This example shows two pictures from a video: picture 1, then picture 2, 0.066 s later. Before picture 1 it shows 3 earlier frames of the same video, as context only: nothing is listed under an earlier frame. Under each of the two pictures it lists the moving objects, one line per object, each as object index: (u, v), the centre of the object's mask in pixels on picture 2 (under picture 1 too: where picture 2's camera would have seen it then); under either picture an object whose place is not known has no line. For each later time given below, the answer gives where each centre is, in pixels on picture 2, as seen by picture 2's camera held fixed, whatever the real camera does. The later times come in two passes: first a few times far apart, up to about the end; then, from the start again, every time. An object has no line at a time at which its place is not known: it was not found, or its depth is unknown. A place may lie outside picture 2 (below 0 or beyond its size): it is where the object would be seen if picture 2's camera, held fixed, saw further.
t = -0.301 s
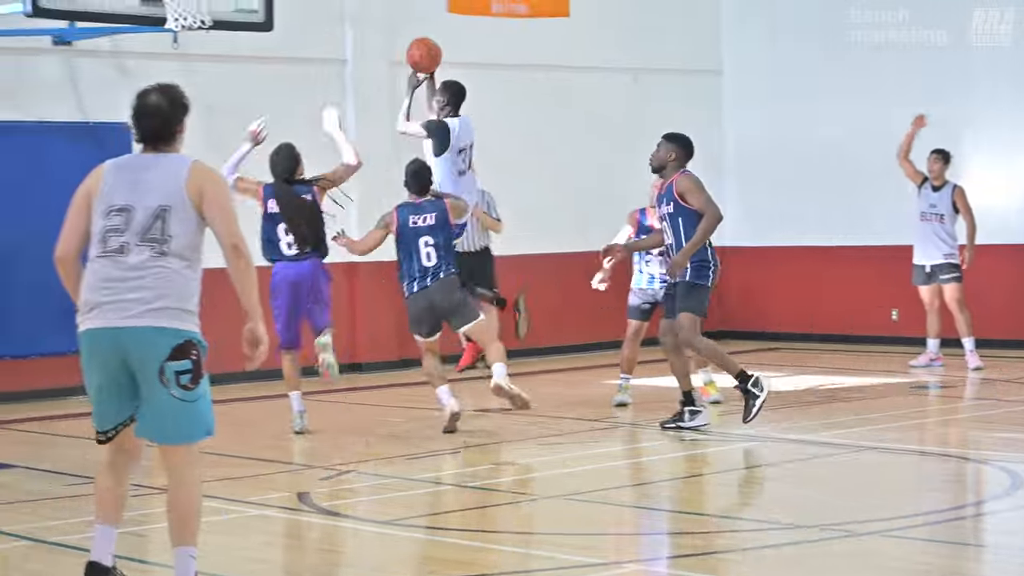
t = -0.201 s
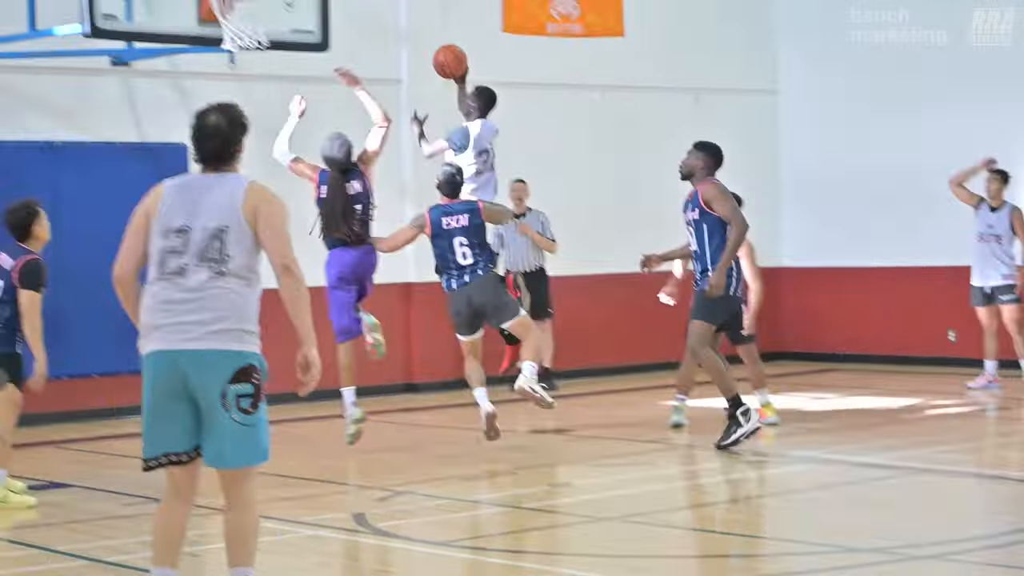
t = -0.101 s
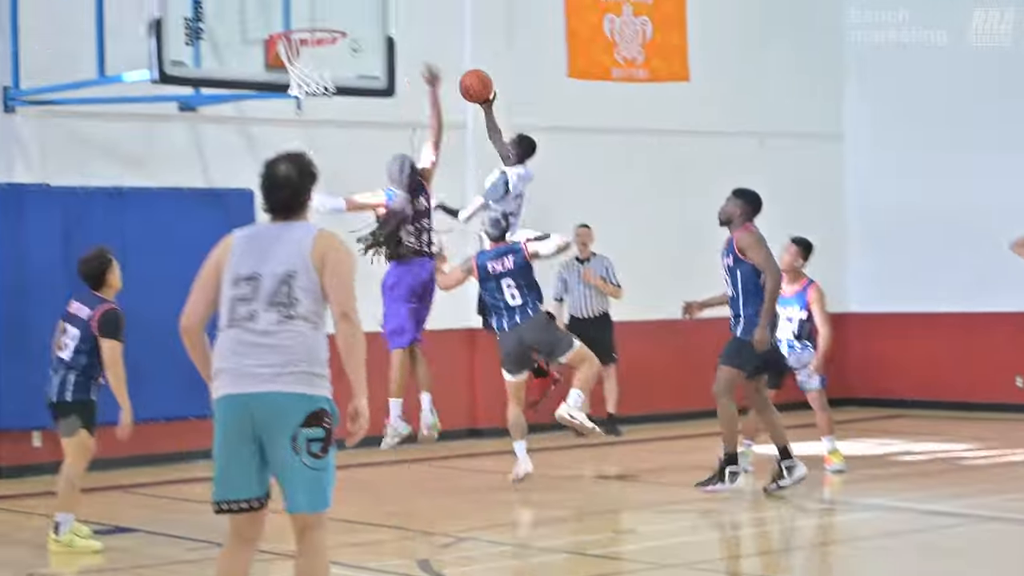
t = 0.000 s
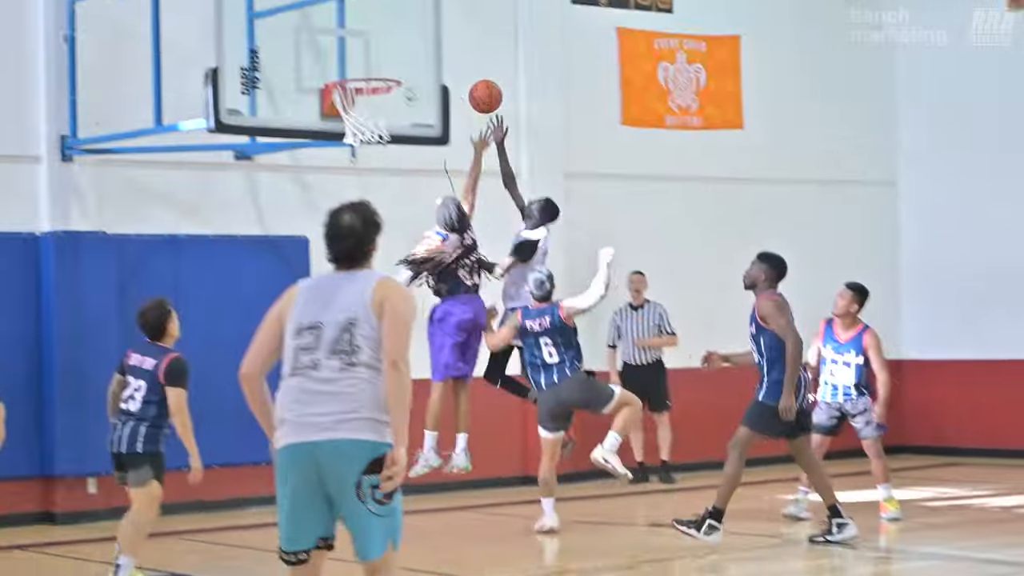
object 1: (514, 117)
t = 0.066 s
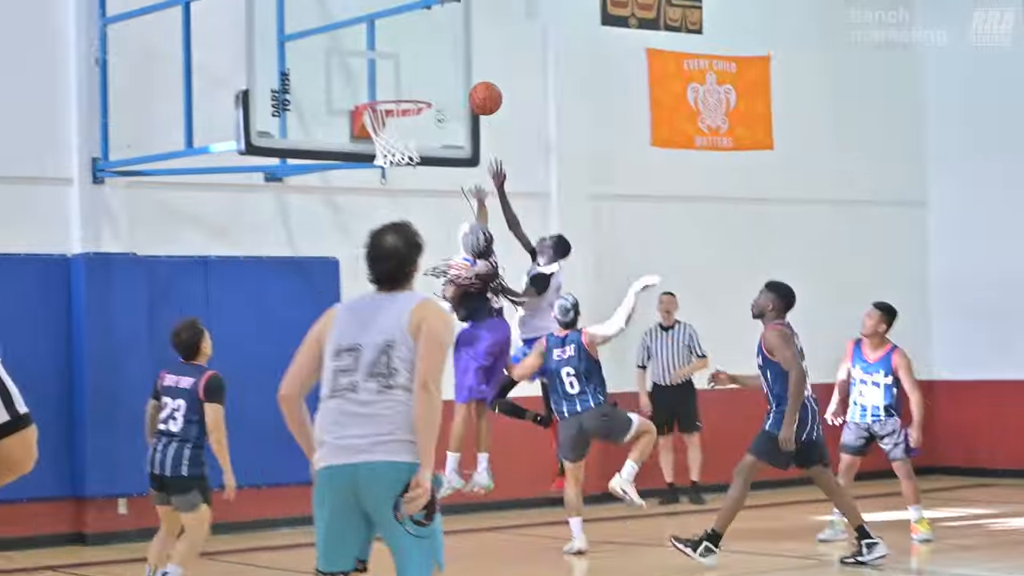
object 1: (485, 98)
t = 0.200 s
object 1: (445, 78)
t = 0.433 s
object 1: (415, 87)
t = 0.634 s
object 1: (393, 110)
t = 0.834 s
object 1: (394, 146)
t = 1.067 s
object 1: (401, 190)
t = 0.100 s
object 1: (470, 91)
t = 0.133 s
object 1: (456, 85)
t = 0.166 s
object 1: (449, 81)
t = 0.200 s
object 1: (445, 78)
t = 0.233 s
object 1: (441, 76)
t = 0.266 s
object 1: (437, 76)
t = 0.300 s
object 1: (432, 78)
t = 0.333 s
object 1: (428, 81)
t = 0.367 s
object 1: (424, 86)
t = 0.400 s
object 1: (420, 89)
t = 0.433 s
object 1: (415, 87)
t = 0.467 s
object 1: (411, 87)
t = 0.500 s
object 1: (407, 89)
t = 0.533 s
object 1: (403, 91)
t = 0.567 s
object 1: (398, 93)
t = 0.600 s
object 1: (395, 102)
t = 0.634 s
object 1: (393, 110)
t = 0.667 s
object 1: (387, 120)
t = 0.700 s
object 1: (383, 126)
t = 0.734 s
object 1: (382, 126)
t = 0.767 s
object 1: (386, 129)
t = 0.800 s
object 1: (387, 131)
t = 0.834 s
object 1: (394, 146)
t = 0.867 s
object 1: (394, 149)
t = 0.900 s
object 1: (396, 153)
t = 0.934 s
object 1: (397, 157)
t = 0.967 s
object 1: (398, 162)
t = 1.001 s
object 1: (398, 170)
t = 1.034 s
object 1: (399, 178)
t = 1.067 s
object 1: (401, 190)
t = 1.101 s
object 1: (403, 204)
